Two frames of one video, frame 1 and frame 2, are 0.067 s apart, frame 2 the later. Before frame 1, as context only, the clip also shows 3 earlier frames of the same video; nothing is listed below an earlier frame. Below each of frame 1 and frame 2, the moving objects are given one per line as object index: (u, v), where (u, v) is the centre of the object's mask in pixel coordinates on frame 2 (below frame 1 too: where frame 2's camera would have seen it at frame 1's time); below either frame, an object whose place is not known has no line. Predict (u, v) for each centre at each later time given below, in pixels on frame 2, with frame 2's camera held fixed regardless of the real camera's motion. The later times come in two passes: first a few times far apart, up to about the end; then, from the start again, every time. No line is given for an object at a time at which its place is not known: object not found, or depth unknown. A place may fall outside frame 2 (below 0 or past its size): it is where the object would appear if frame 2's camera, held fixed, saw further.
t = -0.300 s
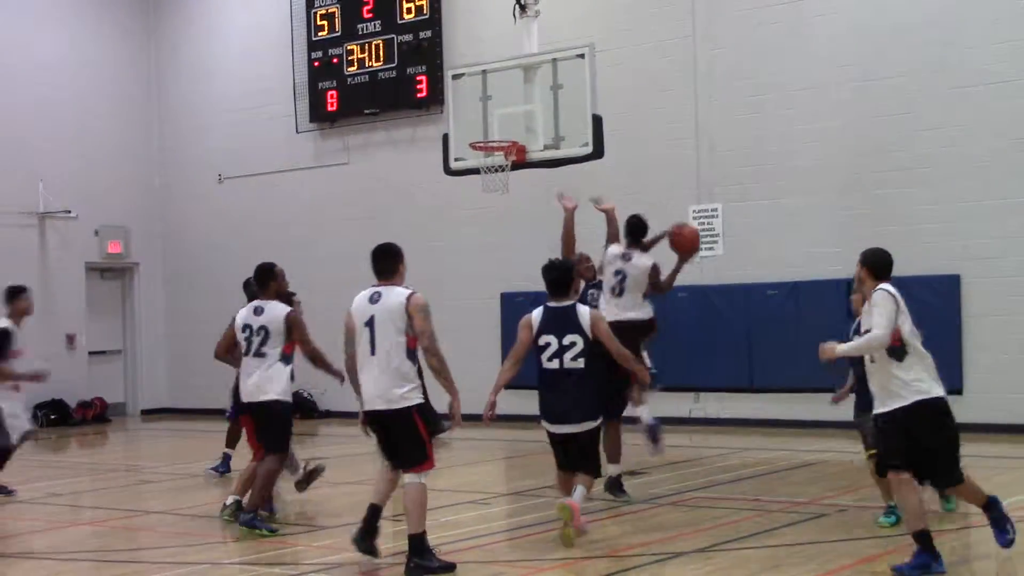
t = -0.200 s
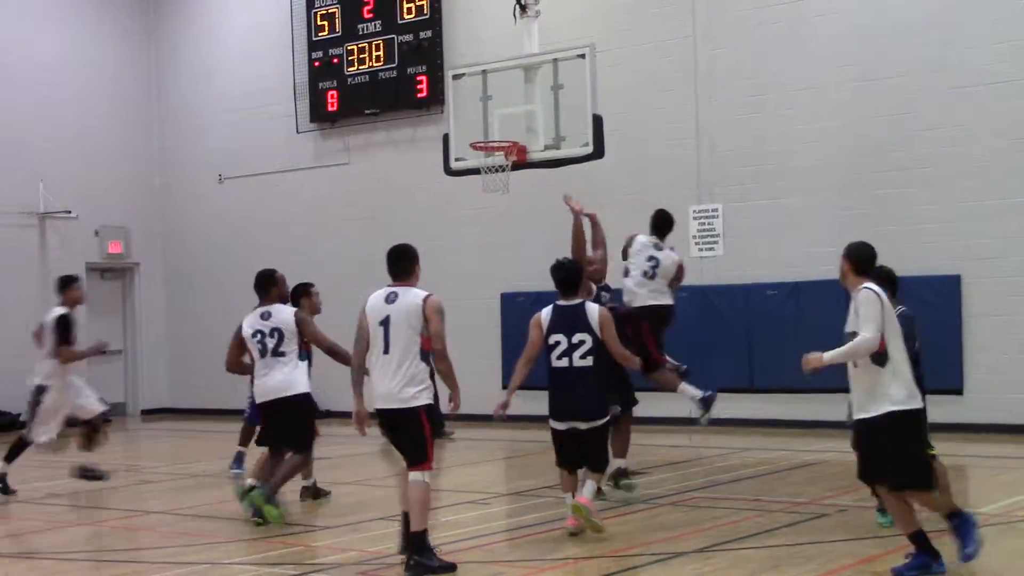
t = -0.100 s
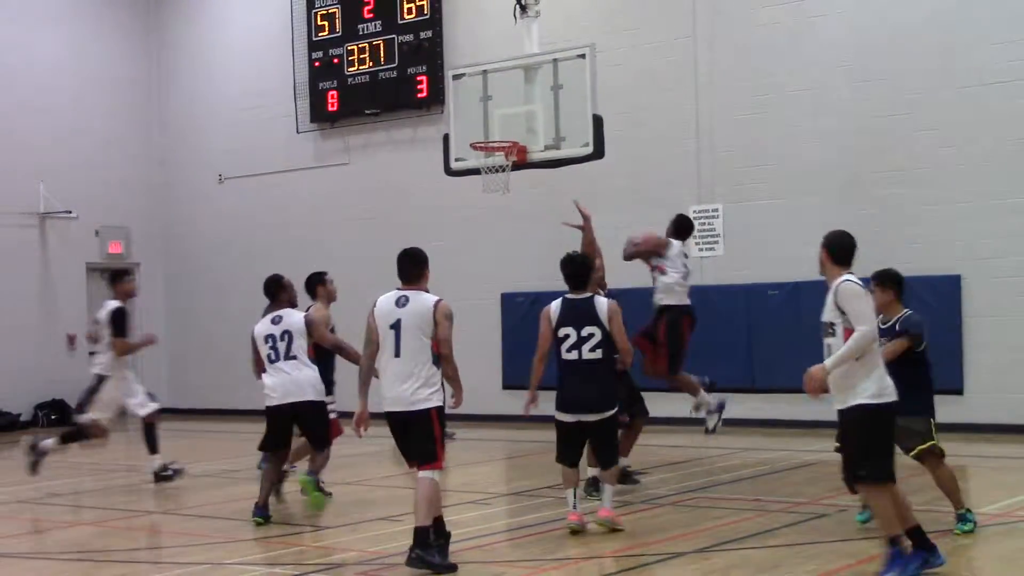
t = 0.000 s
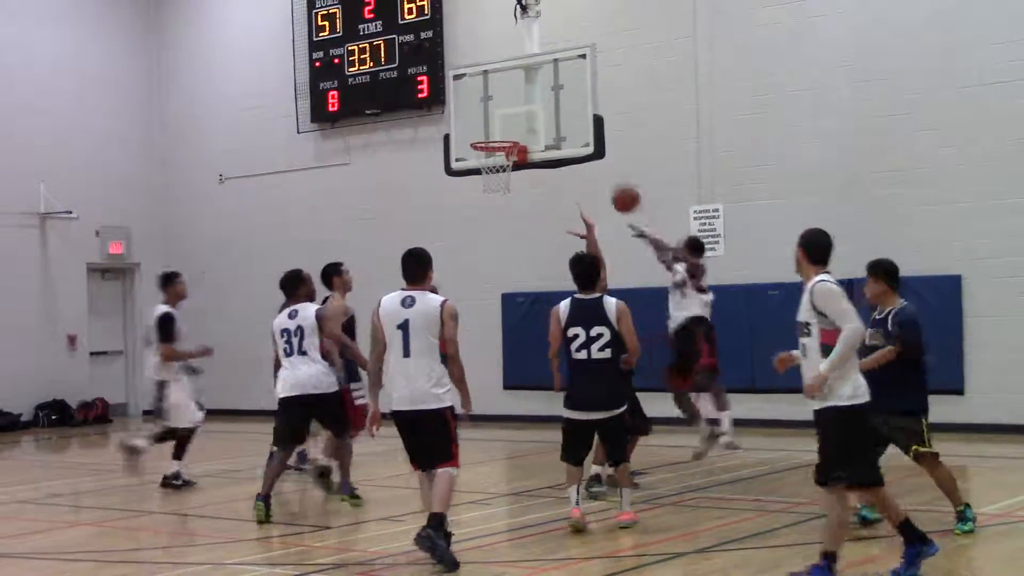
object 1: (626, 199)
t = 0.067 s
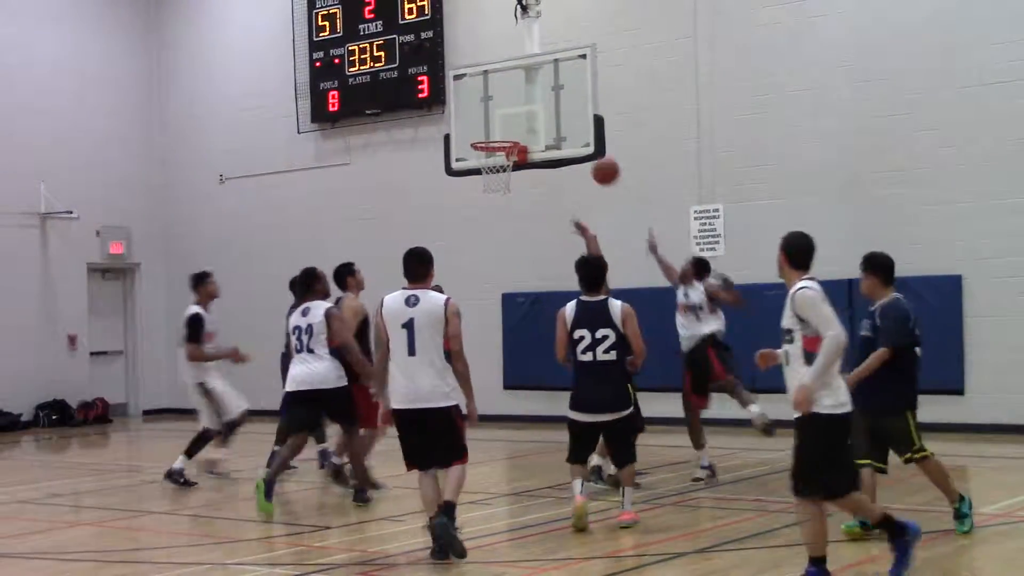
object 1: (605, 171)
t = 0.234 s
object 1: (559, 128)
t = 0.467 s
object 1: (500, 119)
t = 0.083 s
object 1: (601, 165)
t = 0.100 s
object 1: (596, 159)
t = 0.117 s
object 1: (591, 154)
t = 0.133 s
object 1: (587, 150)
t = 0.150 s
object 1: (582, 145)
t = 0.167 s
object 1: (576, 140)
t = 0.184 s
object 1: (572, 136)
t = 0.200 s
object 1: (568, 133)
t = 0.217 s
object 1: (563, 130)
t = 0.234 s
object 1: (559, 128)
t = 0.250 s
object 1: (554, 124)
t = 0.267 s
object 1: (550, 122)
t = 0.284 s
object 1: (546, 120)
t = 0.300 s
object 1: (541, 118)
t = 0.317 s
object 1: (537, 117)
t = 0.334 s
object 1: (533, 116)
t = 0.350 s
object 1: (528, 116)
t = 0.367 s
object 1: (525, 115)
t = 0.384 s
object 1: (520, 115)
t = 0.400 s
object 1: (516, 115)
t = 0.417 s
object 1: (512, 115)
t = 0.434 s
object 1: (508, 116)
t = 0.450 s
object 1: (504, 117)
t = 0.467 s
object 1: (500, 119)
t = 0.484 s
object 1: (497, 121)
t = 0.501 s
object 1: (493, 123)
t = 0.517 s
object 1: (489, 124)
